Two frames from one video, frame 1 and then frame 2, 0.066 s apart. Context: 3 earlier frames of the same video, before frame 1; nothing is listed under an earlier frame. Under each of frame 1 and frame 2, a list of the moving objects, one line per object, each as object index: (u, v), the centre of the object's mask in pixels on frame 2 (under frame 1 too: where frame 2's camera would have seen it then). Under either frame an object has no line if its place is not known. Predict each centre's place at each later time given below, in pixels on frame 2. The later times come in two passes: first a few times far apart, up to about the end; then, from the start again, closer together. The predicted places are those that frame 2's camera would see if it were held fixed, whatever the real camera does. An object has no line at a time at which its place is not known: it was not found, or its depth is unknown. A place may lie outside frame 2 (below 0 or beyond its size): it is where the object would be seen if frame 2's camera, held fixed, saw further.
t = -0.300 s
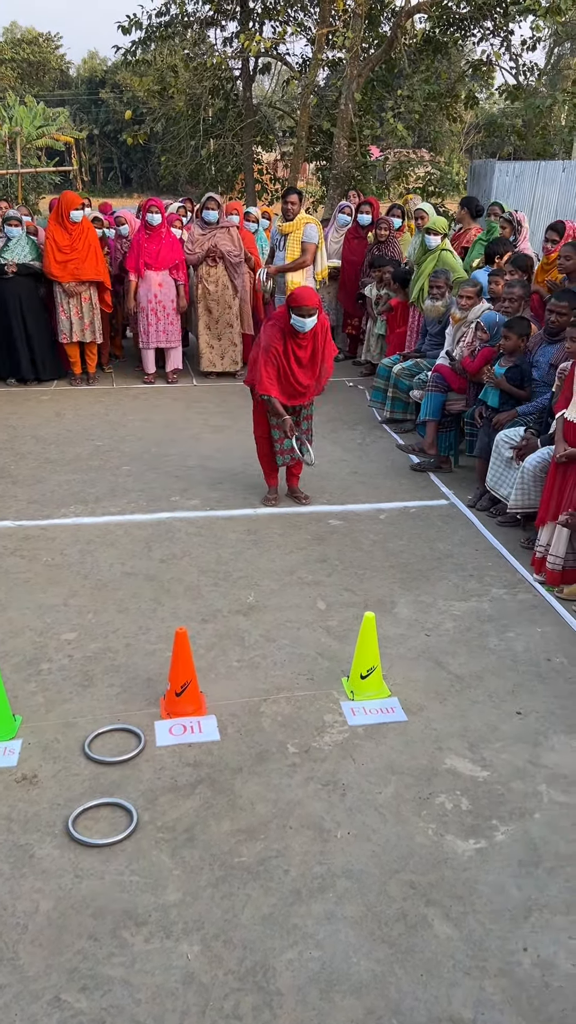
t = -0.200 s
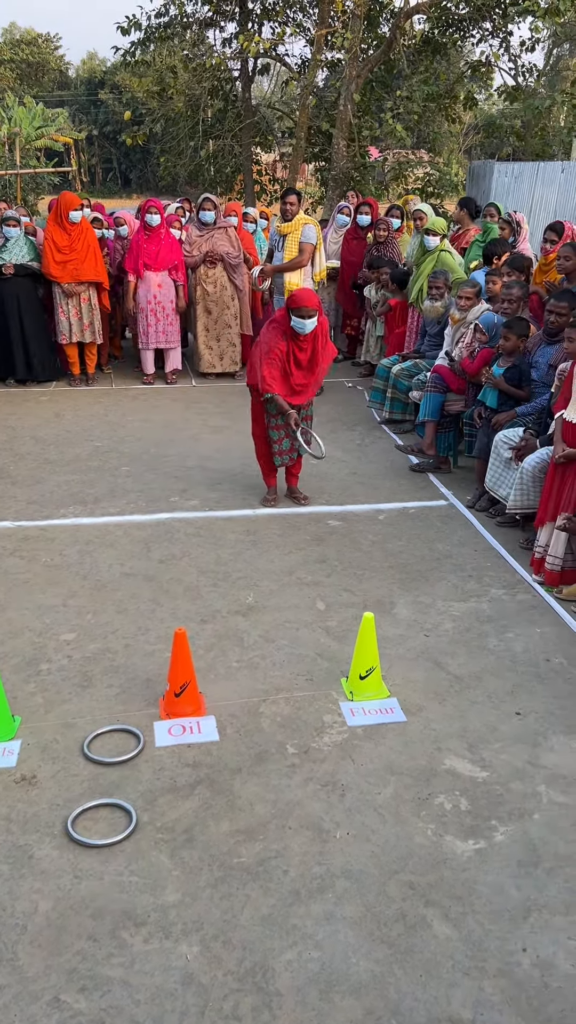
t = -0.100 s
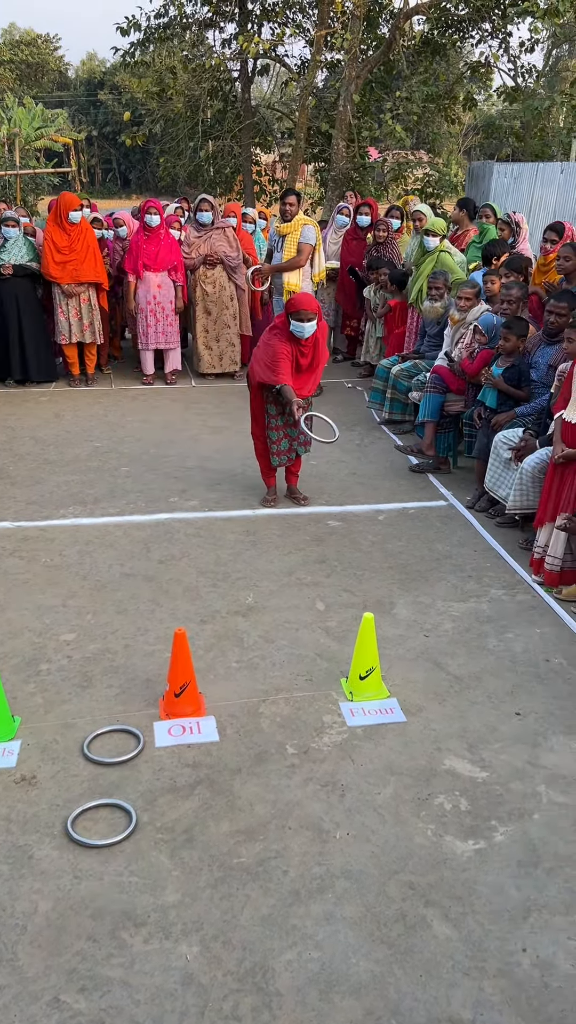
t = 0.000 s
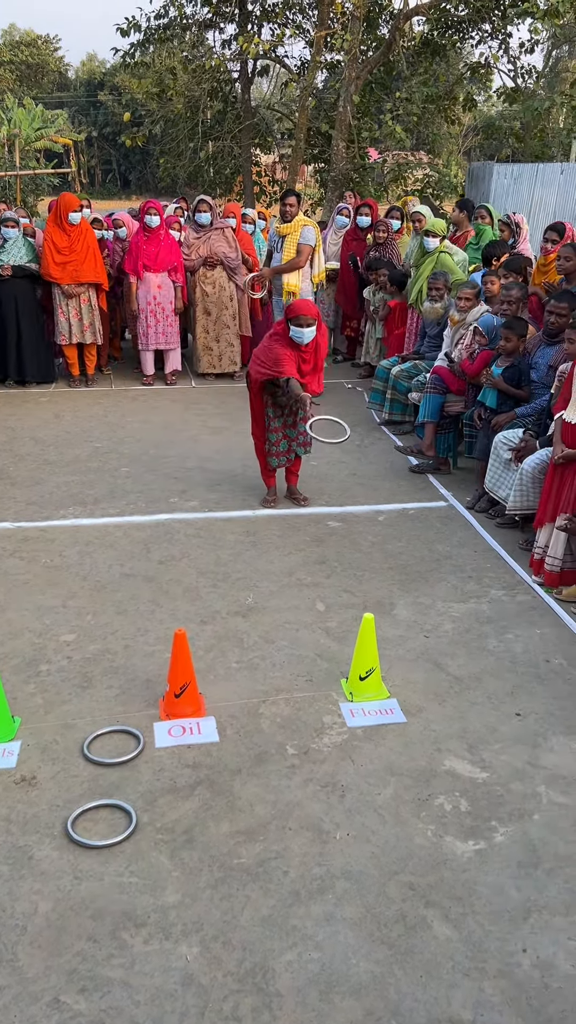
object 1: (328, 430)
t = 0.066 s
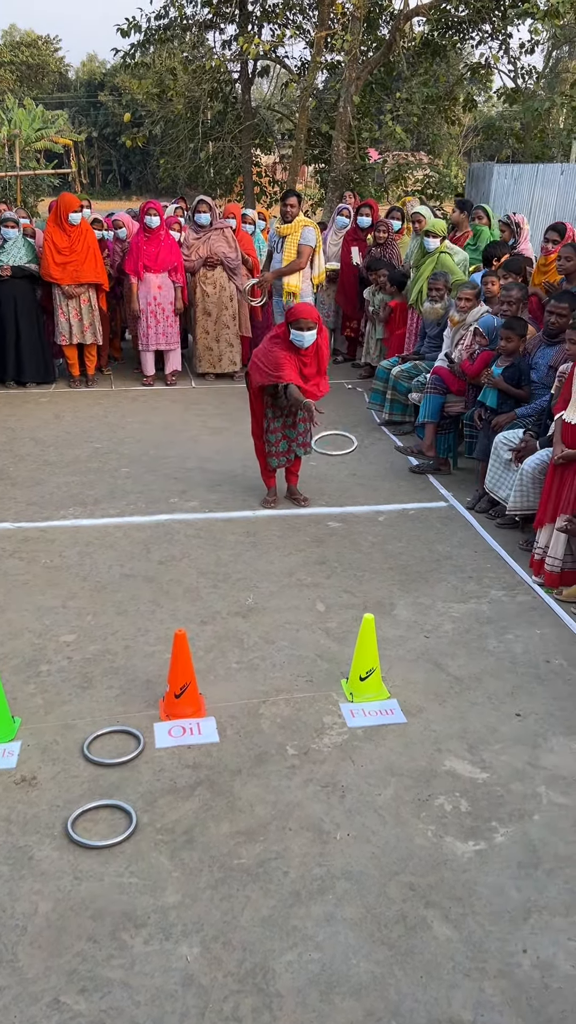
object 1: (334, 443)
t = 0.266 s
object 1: (354, 552)
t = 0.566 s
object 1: (315, 608)
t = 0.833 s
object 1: (289, 599)
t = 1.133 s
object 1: (288, 605)
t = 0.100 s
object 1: (337, 454)
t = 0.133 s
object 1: (340, 467)
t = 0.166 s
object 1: (344, 484)
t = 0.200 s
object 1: (347, 503)
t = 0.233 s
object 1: (350, 526)
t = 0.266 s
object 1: (354, 552)
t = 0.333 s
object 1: (358, 612)
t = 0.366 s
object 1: (353, 614)
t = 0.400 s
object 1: (351, 618)
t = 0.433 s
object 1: (344, 611)
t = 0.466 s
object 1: (337, 607)
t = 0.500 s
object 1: (329, 605)
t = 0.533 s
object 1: (322, 605)
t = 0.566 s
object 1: (315, 608)
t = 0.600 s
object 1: (307, 613)
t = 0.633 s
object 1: (301, 621)
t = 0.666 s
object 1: (297, 617)
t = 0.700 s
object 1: (296, 610)
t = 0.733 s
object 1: (294, 605)
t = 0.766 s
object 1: (293, 602)
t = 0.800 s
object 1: (291, 599)
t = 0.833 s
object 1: (289, 599)
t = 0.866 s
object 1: (288, 600)
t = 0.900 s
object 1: (286, 602)
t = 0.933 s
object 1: (285, 605)
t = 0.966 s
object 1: (285, 605)
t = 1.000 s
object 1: (286, 602)
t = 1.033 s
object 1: (287, 601)
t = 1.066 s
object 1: (287, 601)
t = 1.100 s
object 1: (288, 602)
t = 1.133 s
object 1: (288, 605)
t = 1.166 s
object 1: (287, 603)
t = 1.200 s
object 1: (287, 603)
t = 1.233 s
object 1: (286, 603)
